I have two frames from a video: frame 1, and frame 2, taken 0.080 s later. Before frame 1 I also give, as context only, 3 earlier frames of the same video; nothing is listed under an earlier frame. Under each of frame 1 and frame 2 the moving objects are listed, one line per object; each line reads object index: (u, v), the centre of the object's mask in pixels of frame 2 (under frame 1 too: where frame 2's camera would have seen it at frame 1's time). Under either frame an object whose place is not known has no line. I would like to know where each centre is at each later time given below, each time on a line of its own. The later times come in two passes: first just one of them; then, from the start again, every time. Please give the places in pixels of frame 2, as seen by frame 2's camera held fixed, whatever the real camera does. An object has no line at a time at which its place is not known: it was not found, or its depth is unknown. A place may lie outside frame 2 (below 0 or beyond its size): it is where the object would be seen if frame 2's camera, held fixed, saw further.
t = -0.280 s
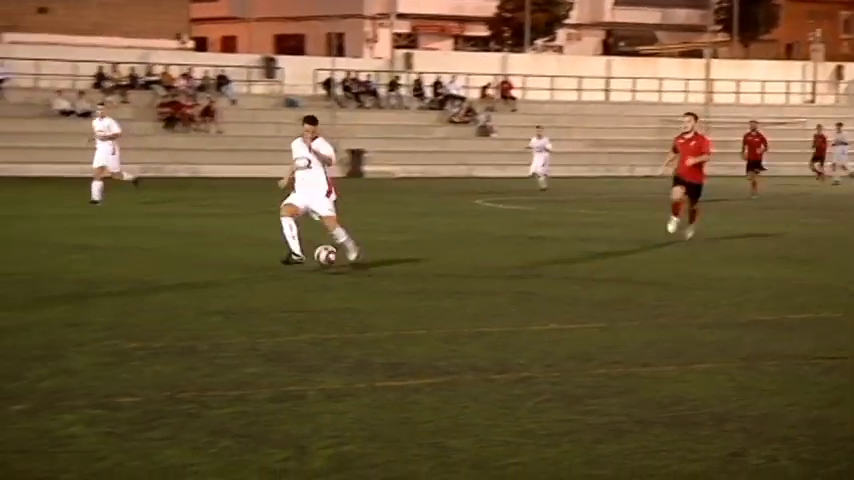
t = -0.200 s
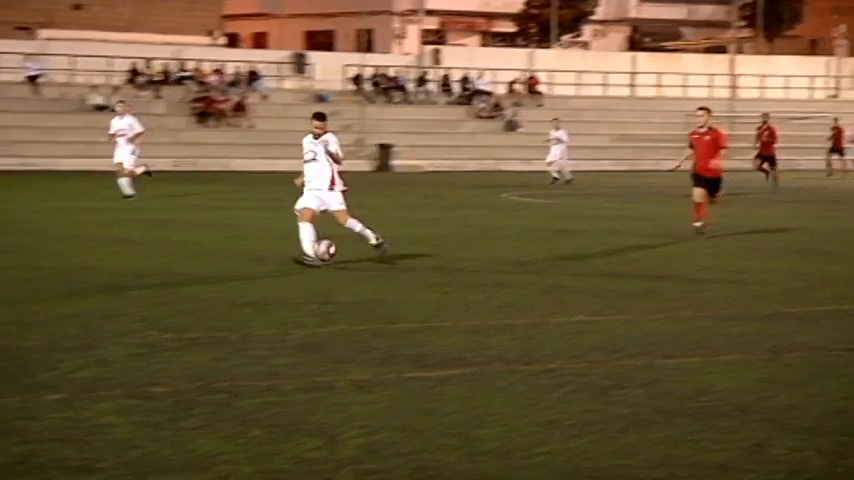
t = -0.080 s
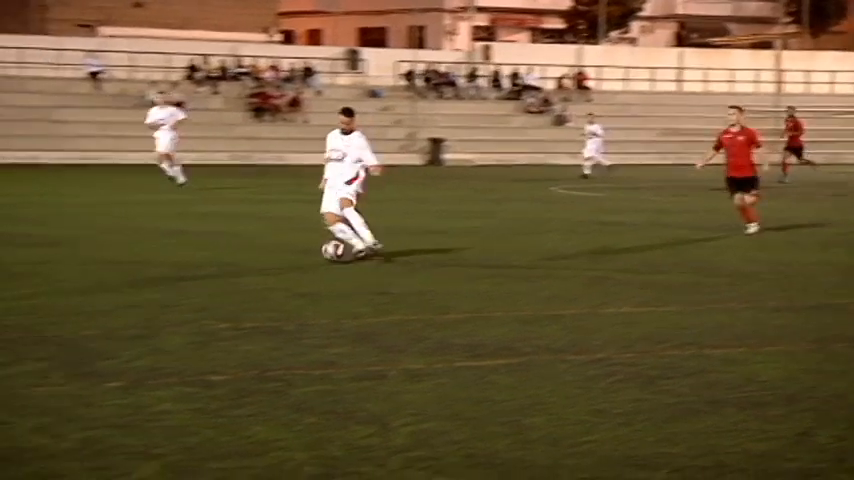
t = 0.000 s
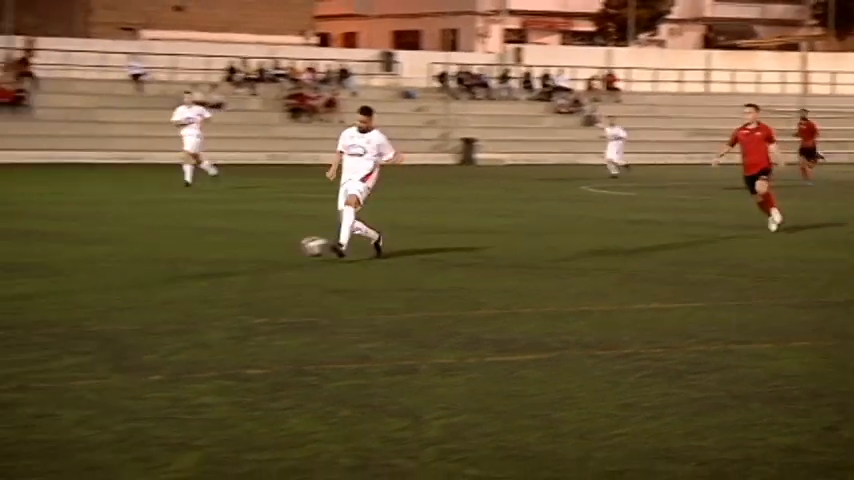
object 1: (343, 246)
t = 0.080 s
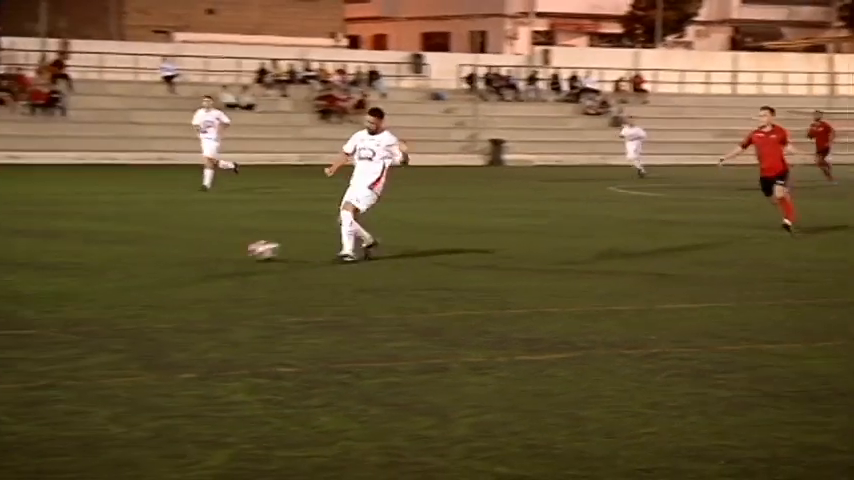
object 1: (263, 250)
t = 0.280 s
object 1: (73, 249)
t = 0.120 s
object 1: (224, 249)
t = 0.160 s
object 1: (186, 248)
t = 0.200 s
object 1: (148, 249)
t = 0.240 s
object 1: (110, 251)
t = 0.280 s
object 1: (73, 249)
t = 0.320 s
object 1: (36, 246)
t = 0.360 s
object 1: (0, 245)
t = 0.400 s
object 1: (-35, 246)
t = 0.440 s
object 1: (-71, 249)
